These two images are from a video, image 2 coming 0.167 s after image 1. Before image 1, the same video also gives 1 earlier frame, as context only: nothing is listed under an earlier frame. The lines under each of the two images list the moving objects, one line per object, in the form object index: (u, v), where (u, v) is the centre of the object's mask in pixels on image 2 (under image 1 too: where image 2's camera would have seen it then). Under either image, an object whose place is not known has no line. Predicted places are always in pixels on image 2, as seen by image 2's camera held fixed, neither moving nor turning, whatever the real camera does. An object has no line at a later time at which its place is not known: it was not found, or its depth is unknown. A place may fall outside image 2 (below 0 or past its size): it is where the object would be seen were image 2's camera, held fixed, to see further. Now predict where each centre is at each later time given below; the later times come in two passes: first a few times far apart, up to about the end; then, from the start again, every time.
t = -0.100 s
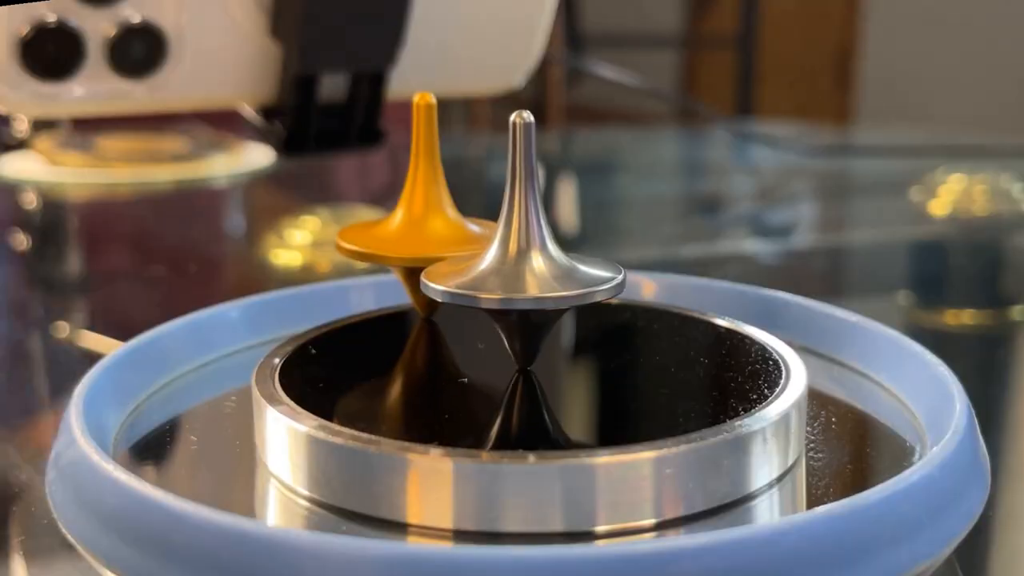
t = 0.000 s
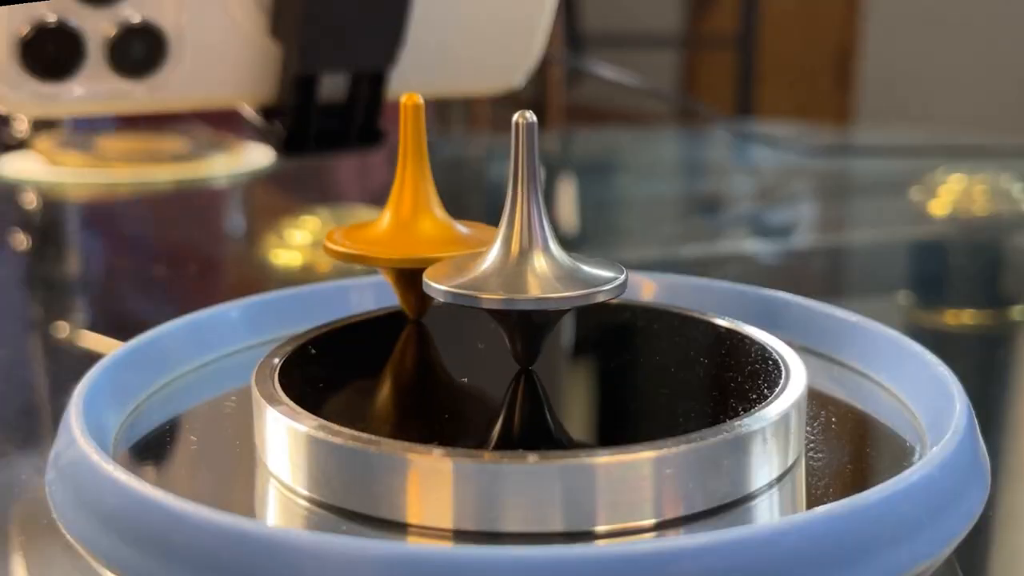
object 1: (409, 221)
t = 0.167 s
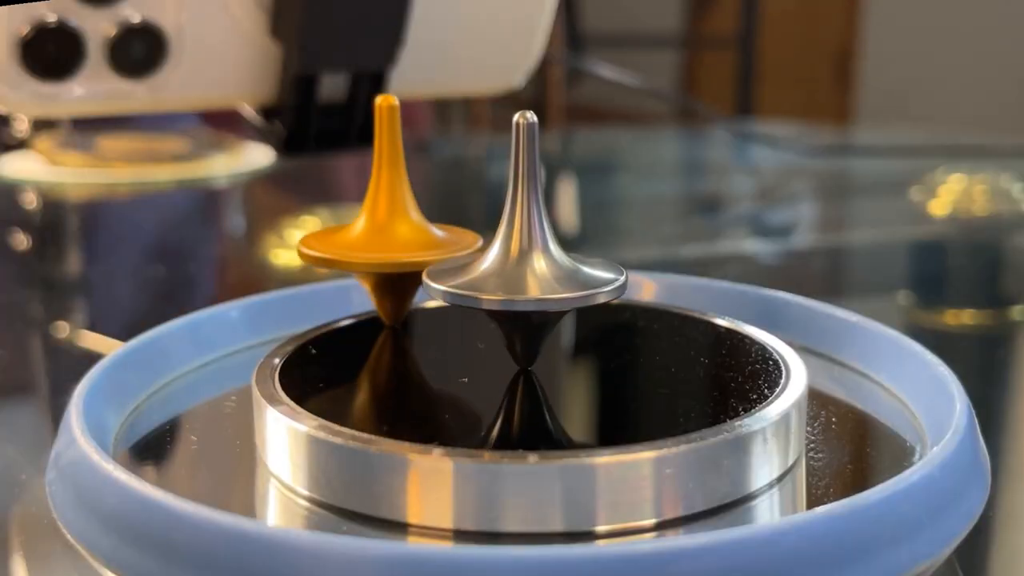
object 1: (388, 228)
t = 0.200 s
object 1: (382, 230)
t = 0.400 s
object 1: (350, 237)
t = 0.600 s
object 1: (321, 246)
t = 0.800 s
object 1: (302, 253)
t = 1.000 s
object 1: (294, 258)
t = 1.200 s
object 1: (293, 261)
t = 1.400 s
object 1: (293, 262)
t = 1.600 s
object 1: (293, 262)
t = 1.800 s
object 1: (294, 264)
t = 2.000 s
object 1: (300, 268)
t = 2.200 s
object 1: (312, 275)
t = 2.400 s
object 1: (343, 282)
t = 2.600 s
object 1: (380, 289)
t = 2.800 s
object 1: (418, 293)
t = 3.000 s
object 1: (446, 296)
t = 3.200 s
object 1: (460, 298)
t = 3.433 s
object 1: (467, 298)
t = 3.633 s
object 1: (470, 297)
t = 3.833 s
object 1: (479, 298)
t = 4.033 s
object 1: (500, 296)
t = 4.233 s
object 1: (530, 294)
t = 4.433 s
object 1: (566, 289)
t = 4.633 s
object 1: (591, 281)
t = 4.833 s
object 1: (613, 277)
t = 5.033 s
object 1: (625, 272)
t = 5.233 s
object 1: (630, 270)
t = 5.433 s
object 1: (631, 268)
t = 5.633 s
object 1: (632, 267)
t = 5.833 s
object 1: (633, 266)
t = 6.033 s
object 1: (632, 263)
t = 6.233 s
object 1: (629, 258)
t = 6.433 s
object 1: (619, 252)
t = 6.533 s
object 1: (613, 249)
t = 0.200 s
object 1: (382, 230)
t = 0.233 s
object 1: (377, 231)
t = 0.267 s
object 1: (371, 232)
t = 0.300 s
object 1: (366, 233)
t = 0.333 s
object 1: (360, 234)
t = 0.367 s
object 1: (354, 236)
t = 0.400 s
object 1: (350, 237)
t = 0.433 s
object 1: (345, 239)
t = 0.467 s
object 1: (340, 240)
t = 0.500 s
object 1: (335, 242)
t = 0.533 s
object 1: (330, 243)
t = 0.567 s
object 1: (325, 244)
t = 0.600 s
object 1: (321, 246)
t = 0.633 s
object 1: (317, 247)
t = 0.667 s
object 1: (313, 248)
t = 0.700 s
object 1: (309, 249)
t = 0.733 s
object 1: (306, 251)
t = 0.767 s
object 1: (304, 252)
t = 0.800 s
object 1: (302, 253)
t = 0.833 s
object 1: (299, 254)
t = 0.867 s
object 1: (297, 255)
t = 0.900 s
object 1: (296, 256)
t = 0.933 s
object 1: (295, 257)
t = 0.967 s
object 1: (295, 258)
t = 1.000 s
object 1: (294, 258)
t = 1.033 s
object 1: (294, 259)
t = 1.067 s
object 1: (293, 260)
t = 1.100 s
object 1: (293, 260)
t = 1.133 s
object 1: (293, 260)
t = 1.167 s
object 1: (293, 261)
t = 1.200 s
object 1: (293, 261)
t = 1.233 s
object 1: (293, 261)
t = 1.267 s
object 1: (293, 261)
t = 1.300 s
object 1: (293, 262)
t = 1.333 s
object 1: (293, 262)
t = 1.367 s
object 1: (293, 262)
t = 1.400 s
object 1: (293, 262)
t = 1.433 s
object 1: (293, 262)
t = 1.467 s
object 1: (293, 262)
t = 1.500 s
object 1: (293, 262)
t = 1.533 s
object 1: (293, 262)
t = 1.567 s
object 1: (293, 262)
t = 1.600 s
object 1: (293, 262)
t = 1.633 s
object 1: (293, 263)
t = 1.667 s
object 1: (292, 263)
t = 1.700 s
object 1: (293, 263)
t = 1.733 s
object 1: (293, 263)
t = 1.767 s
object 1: (294, 264)
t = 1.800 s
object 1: (294, 264)
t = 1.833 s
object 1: (294, 265)
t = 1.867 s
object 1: (295, 266)
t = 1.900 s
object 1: (295, 266)
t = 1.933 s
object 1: (297, 267)
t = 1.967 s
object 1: (299, 267)
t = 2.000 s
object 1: (300, 268)
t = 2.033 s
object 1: (301, 269)
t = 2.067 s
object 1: (304, 270)
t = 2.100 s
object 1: (306, 271)
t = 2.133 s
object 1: (306, 273)
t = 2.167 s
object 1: (309, 274)
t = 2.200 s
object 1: (312, 275)
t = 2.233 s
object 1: (316, 276)
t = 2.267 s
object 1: (321, 277)
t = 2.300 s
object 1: (327, 278)
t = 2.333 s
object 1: (334, 280)
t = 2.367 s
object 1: (337, 281)
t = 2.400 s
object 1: (343, 282)
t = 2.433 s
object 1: (349, 284)
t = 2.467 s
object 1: (355, 284)
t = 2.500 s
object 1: (362, 286)
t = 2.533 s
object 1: (367, 287)
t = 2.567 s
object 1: (374, 288)
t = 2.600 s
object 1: (380, 289)
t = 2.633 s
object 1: (386, 290)
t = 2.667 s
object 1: (392, 291)
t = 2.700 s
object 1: (399, 292)
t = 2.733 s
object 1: (405, 293)
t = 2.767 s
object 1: (412, 293)
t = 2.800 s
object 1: (418, 293)
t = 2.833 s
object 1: (423, 294)
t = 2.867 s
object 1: (429, 295)
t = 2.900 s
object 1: (434, 295)
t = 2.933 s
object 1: (438, 296)
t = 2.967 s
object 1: (443, 296)
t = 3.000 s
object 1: (446, 296)
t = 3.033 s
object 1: (450, 296)
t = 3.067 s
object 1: (453, 296)
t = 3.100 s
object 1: (455, 297)
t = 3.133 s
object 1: (457, 297)
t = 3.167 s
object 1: (458, 297)
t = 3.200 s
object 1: (460, 298)
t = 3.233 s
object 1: (461, 298)
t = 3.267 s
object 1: (462, 298)
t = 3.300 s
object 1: (463, 298)
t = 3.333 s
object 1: (463, 297)
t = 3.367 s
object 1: (464, 298)
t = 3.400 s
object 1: (464, 297)
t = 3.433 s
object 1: (467, 298)
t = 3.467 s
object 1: (467, 297)
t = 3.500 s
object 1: (467, 297)
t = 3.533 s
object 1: (468, 297)
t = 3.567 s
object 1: (468, 297)
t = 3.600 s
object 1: (469, 297)
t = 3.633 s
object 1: (470, 297)
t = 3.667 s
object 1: (471, 297)
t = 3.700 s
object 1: (473, 298)
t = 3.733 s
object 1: (474, 298)
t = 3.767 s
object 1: (475, 298)
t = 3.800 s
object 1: (477, 298)
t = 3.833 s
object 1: (479, 298)
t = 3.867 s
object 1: (481, 298)
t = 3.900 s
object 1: (485, 297)
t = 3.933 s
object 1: (488, 297)
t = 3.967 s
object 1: (491, 297)
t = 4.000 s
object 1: (496, 296)
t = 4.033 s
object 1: (500, 296)
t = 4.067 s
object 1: (505, 296)
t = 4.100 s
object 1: (510, 296)
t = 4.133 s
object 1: (515, 295)
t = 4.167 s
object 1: (520, 295)
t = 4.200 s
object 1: (525, 294)
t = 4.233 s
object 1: (530, 294)
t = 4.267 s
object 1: (537, 292)
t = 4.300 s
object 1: (542, 291)
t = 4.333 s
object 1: (548, 290)
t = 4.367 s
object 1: (554, 290)
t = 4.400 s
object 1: (560, 289)
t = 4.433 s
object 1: (566, 289)
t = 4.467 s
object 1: (572, 288)
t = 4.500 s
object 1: (577, 287)
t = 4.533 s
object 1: (581, 286)
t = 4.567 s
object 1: (585, 285)
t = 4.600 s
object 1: (588, 284)
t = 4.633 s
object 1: (591, 281)
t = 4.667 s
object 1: (595, 282)
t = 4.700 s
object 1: (599, 281)
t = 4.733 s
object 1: (603, 280)
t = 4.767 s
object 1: (607, 279)
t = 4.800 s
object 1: (610, 278)
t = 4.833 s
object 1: (613, 277)
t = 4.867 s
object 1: (615, 276)
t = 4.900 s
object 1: (618, 275)
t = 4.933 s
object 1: (620, 274)
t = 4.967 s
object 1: (622, 273)
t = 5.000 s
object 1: (624, 272)
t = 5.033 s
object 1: (625, 272)
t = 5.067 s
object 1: (626, 272)
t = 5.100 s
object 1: (628, 271)
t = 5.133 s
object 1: (629, 271)
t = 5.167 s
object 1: (630, 271)
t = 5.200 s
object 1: (630, 270)
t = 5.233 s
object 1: (630, 270)
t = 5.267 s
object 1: (630, 269)
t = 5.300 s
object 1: (630, 269)
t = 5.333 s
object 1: (630, 269)
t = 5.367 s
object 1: (631, 269)
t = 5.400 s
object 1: (632, 268)
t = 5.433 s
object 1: (631, 268)
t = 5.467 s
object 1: (632, 268)
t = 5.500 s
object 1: (632, 268)
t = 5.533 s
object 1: (632, 268)
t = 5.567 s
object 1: (632, 268)
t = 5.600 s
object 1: (632, 268)
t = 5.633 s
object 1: (632, 267)
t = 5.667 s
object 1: (632, 267)
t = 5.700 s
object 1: (632, 267)
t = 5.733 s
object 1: (633, 267)
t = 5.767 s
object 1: (633, 267)
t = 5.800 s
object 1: (633, 267)
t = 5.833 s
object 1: (633, 266)
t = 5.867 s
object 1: (633, 266)
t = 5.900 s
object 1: (633, 266)
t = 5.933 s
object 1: (633, 265)
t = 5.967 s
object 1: (633, 264)
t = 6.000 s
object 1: (633, 264)
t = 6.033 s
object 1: (632, 263)
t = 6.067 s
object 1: (632, 263)
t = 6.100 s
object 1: (632, 262)
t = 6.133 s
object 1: (631, 261)
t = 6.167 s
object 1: (630, 260)
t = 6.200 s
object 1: (630, 259)
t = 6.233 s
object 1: (629, 258)
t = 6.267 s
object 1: (627, 257)
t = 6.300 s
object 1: (626, 256)
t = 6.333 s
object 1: (624, 255)
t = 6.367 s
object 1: (622, 254)
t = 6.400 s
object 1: (621, 253)
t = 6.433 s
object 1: (619, 252)
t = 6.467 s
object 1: (617, 251)
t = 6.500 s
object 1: (614, 250)
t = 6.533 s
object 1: (613, 249)
